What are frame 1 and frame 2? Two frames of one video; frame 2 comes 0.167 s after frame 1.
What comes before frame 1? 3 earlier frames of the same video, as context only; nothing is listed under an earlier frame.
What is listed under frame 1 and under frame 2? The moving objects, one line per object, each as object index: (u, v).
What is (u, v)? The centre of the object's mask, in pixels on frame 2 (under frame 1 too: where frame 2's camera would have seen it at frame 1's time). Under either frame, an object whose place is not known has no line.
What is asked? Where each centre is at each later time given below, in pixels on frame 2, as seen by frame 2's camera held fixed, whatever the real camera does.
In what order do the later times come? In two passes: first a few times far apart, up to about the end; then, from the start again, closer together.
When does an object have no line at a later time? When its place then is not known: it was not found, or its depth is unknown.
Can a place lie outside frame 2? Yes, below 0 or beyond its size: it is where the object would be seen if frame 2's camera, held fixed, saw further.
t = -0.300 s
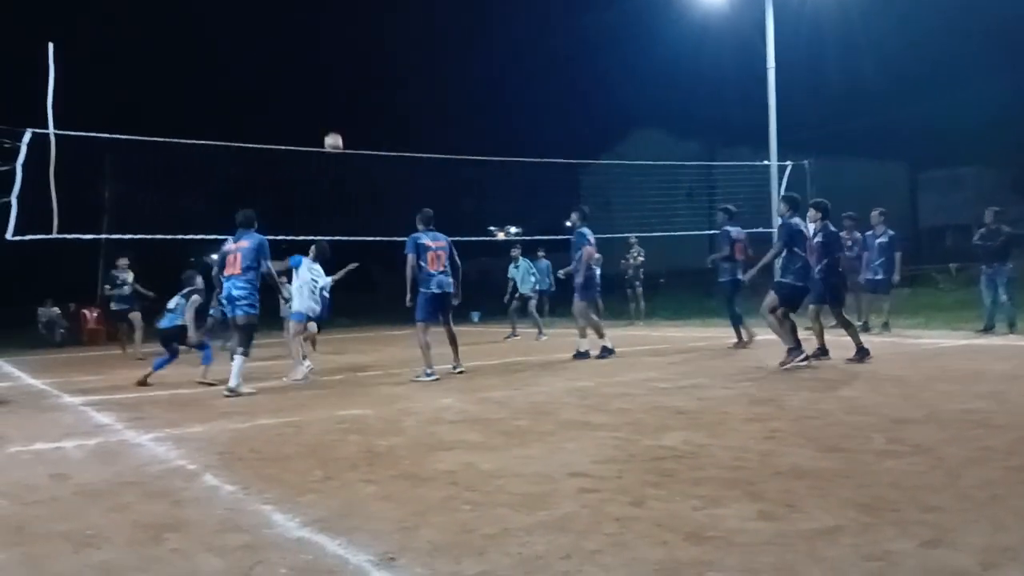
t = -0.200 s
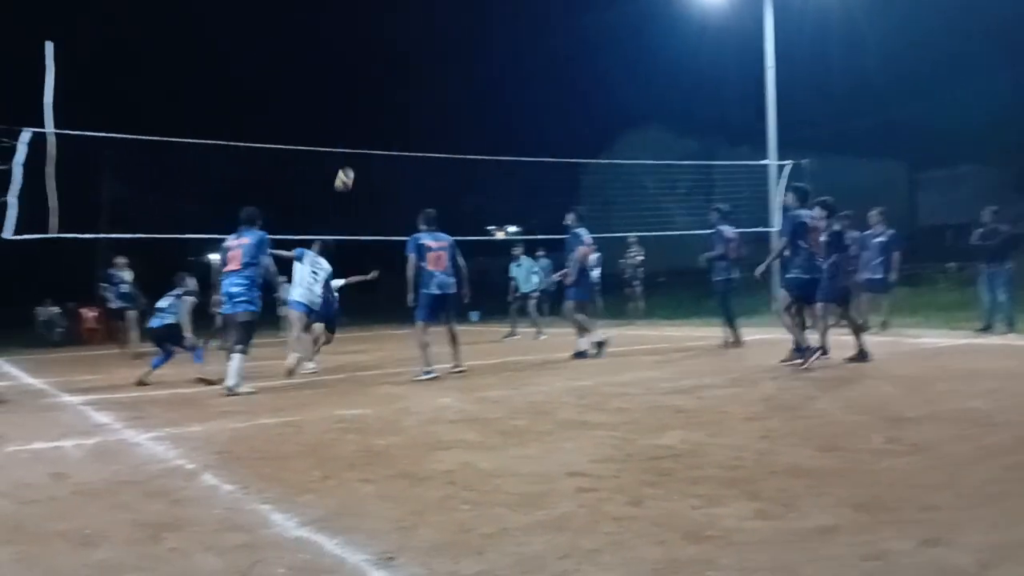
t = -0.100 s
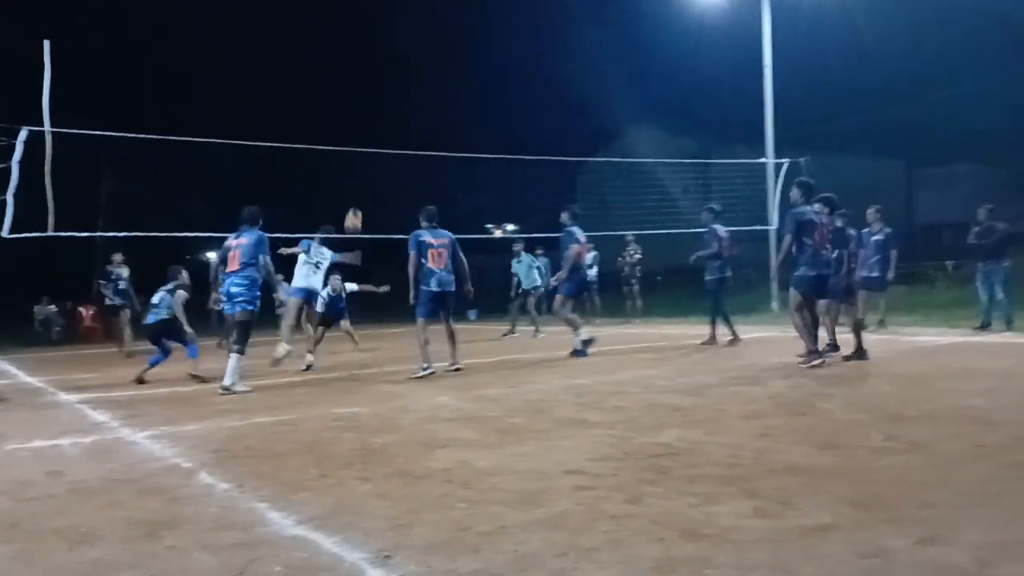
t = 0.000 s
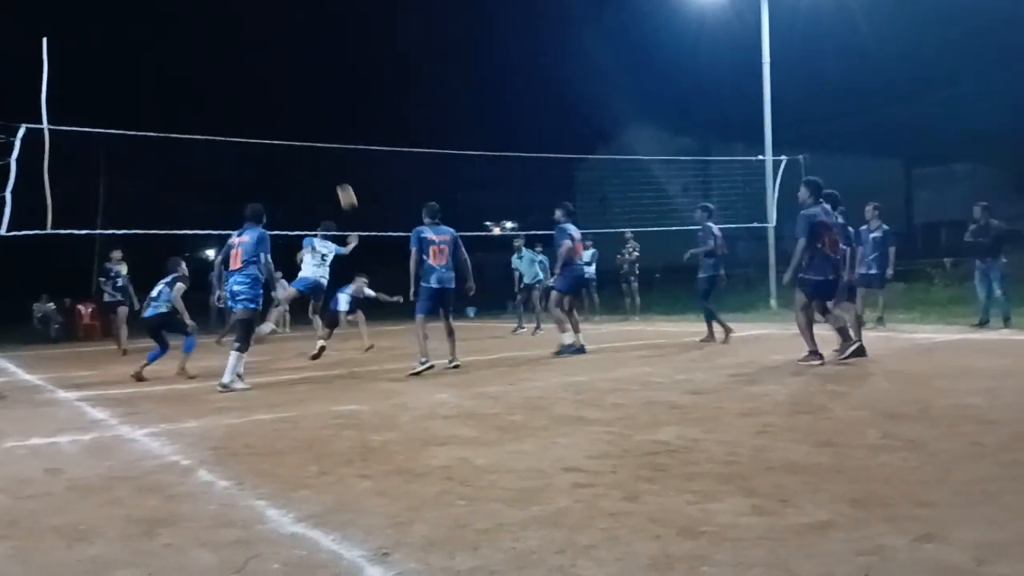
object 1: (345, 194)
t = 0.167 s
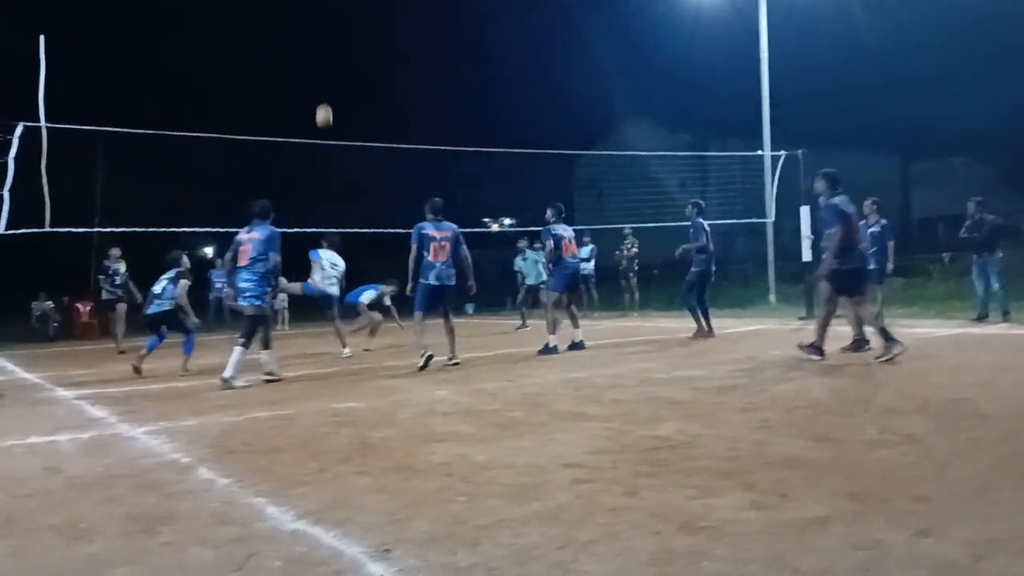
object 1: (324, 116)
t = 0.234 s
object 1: (316, 91)
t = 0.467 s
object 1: (291, 37)
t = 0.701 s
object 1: (270, 25)
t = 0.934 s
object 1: (252, 51)
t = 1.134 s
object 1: (241, 101)
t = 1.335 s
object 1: (230, 174)
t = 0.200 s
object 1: (320, 102)
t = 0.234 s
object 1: (316, 91)
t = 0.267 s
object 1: (312, 80)
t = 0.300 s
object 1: (308, 71)
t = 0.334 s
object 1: (304, 63)
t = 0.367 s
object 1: (300, 55)
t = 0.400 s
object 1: (298, 47)
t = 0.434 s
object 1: (295, 42)
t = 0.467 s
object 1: (291, 37)
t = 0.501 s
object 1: (287, 32)
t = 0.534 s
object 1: (284, 29)
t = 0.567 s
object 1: (281, 27)
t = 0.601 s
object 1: (278, 25)
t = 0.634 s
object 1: (275, 24)
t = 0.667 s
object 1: (272, 25)
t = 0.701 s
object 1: (270, 25)
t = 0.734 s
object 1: (267, 26)
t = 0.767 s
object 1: (265, 29)
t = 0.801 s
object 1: (262, 32)
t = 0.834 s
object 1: (260, 35)
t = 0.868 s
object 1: (257, 40)
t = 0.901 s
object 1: (254, 45)
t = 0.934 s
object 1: (252, 51)
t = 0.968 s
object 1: (250, 58)
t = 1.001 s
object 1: (248, 65)
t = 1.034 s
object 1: (246, 73)
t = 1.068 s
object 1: (244, 82)
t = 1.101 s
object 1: (242, 91)
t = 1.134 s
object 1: (241, 101)
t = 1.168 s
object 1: (238, 112)
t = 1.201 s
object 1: (236, 123)
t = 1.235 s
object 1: (235, 135)
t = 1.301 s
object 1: (232, 160)
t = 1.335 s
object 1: (230, 174)
